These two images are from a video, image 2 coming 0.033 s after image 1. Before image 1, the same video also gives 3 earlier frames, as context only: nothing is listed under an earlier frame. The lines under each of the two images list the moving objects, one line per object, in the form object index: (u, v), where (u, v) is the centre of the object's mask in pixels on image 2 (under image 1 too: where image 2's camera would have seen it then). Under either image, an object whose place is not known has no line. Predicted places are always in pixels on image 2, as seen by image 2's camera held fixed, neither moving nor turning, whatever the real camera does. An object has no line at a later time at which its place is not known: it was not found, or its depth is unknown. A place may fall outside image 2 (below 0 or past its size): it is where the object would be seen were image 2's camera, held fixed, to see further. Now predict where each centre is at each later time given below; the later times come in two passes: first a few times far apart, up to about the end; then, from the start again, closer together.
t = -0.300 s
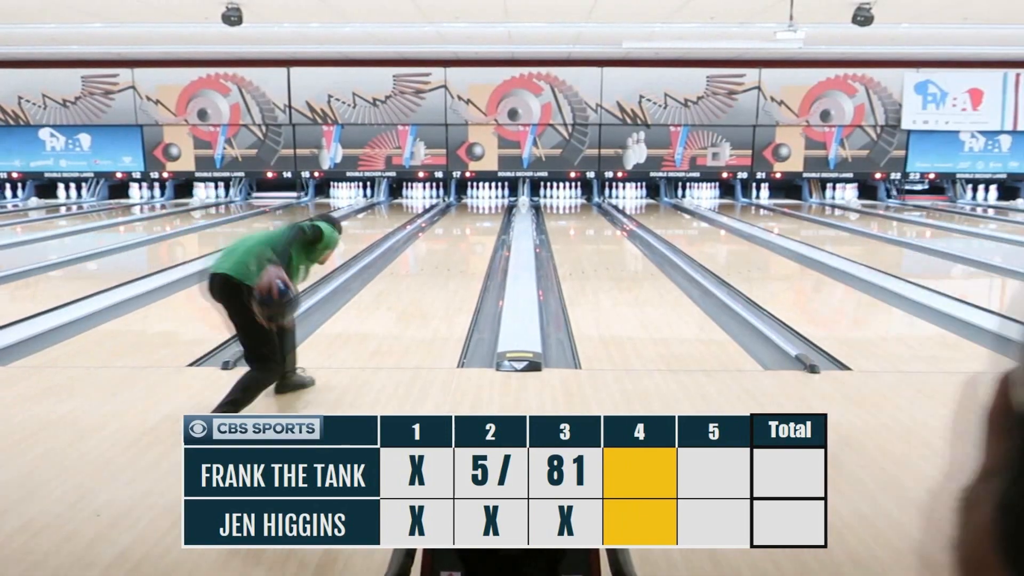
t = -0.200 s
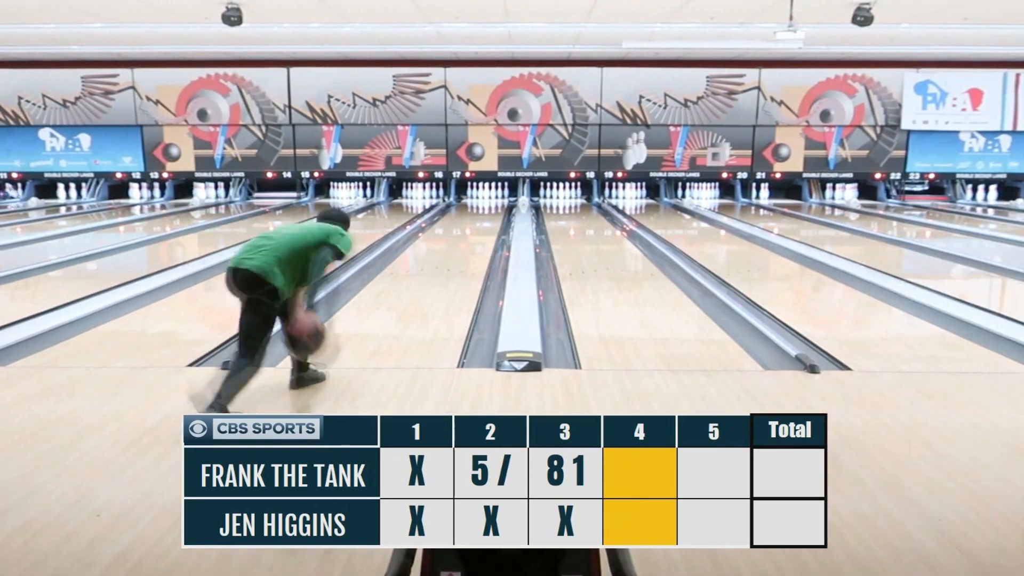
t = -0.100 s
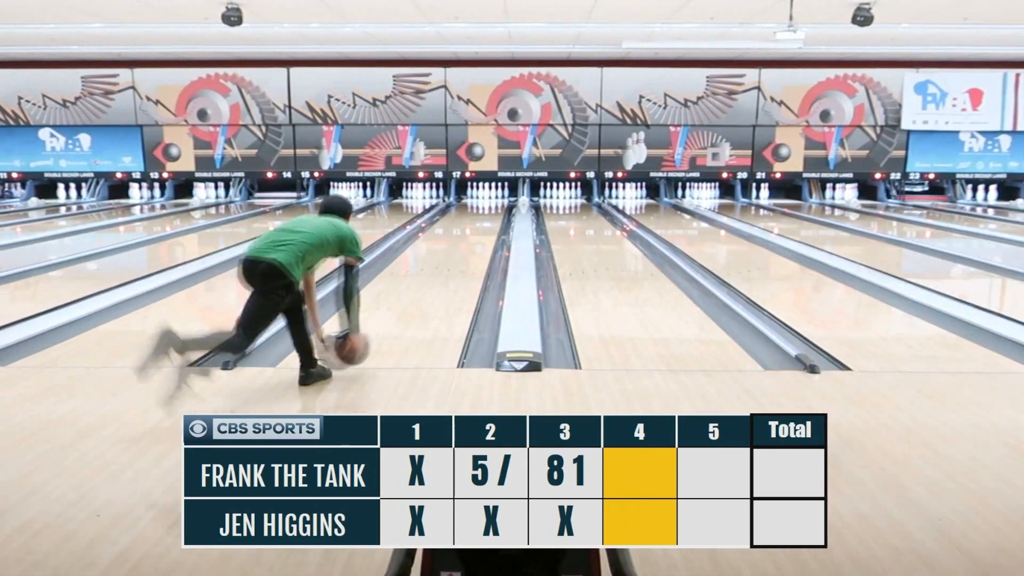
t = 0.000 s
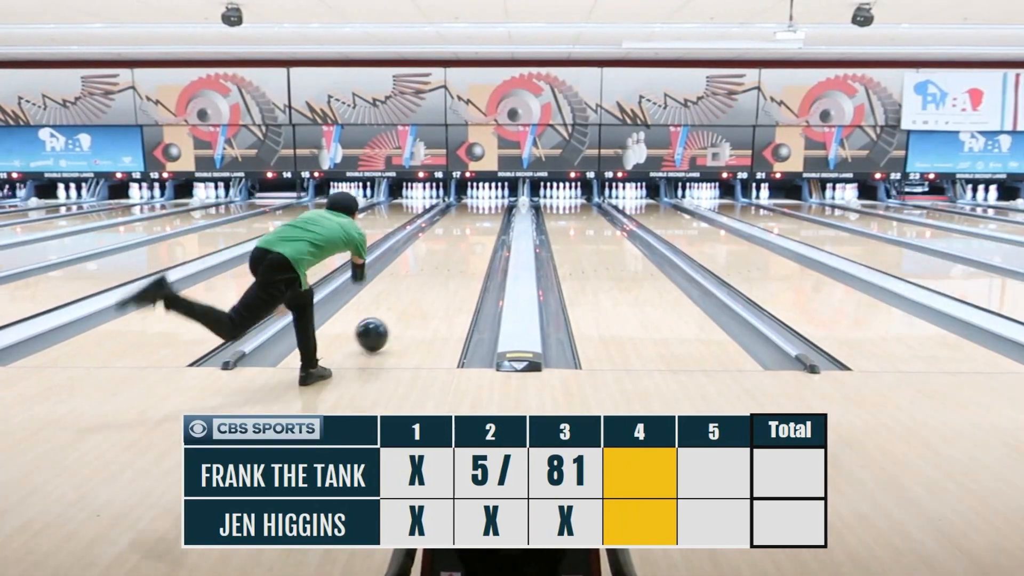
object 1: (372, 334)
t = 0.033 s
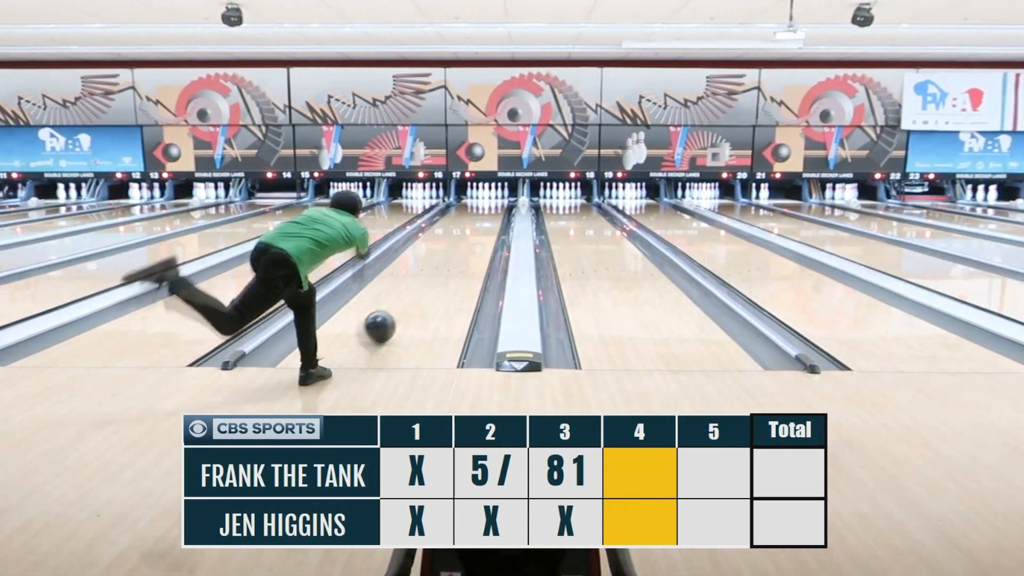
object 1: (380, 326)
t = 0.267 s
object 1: (415, 291)
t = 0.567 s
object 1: (444, 260)
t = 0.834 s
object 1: (460, 242)
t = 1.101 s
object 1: (472, 229)
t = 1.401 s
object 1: (482, 218)
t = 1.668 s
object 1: (488, 211)
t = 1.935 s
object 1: (491, 205)
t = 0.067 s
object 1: (388, 319)
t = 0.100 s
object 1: (391, 316)
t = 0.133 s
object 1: (396, 311)
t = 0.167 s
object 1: (402, 305)
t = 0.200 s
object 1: (407, 300)
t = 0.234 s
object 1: (411, 295)
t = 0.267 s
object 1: (415, 291)
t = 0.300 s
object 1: (419, 287)
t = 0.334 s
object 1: (423, 284)
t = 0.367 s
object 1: (427, 279)
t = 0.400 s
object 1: (430, 275)
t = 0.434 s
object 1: (433, 272)
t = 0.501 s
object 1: (439, 266)
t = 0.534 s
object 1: (442, 263)
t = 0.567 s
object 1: (444, 260)
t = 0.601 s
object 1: (446, 258)
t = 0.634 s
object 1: (448, 256)
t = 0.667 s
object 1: (451, 253)
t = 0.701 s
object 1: (453, 250)
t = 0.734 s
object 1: (455, 248)
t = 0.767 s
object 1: (456, 246)
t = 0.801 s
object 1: (458, 244)
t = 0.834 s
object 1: (460, 242)
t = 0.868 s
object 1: (462, 240)
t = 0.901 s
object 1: (464, 238)
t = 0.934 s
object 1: (465, 236)
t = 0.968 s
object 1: (467, 235)
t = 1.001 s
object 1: (468, 233)
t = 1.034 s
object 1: (470, 232)
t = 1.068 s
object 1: (471, 230)
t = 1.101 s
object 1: (472, 229)
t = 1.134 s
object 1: (473, 228)
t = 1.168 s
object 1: (474, 227)
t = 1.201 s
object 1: (476, 225)
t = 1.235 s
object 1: (477, 224)
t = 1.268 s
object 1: (478, 223)
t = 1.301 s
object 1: (479, 222)
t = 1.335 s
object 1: (480, 221)
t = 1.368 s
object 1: (481, 219)
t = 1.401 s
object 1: (482, 218)
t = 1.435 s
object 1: (483, 218)
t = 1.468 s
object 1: (484, 216)
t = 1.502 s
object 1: (484, 215)
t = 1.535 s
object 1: (485, 214)
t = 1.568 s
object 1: (486, 214)
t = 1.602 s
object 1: (487, 213)
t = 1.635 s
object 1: (488, 212)
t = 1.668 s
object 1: (488, 211)
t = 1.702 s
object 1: (489, 210)
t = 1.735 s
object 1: (489, 209)
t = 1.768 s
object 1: (490, 209)
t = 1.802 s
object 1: (490, 208)
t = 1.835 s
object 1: (491, 207)
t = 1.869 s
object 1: (491, 206)
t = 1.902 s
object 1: (491, 206)
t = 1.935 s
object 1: (491, 205)
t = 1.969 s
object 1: (492, 204)
